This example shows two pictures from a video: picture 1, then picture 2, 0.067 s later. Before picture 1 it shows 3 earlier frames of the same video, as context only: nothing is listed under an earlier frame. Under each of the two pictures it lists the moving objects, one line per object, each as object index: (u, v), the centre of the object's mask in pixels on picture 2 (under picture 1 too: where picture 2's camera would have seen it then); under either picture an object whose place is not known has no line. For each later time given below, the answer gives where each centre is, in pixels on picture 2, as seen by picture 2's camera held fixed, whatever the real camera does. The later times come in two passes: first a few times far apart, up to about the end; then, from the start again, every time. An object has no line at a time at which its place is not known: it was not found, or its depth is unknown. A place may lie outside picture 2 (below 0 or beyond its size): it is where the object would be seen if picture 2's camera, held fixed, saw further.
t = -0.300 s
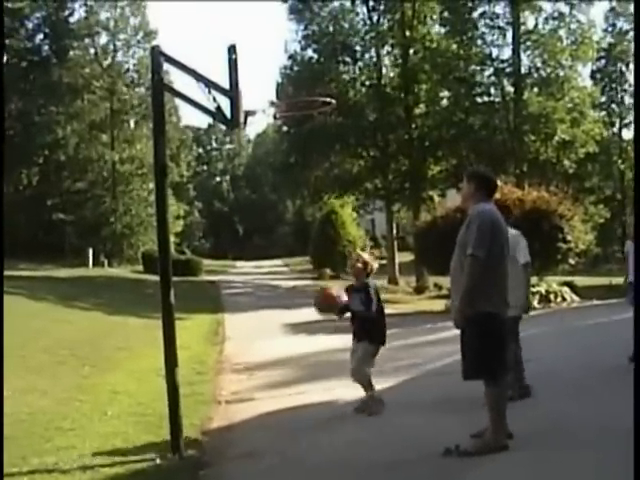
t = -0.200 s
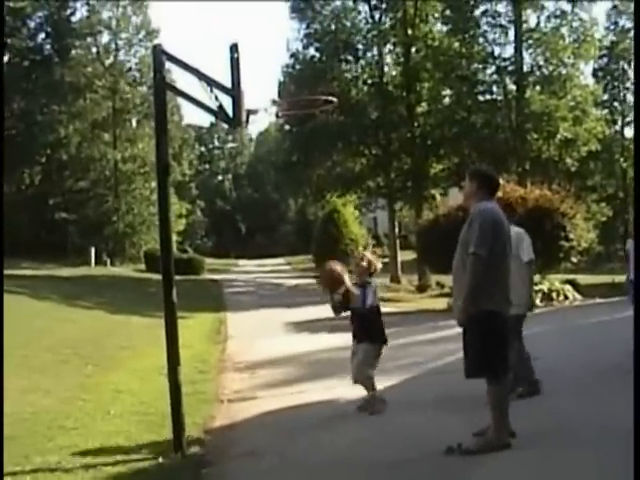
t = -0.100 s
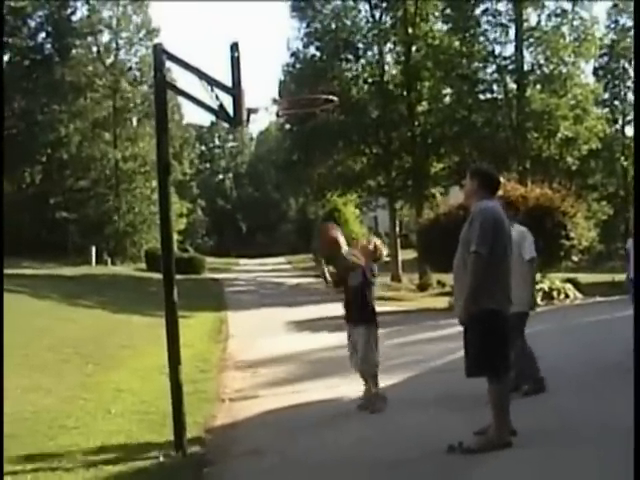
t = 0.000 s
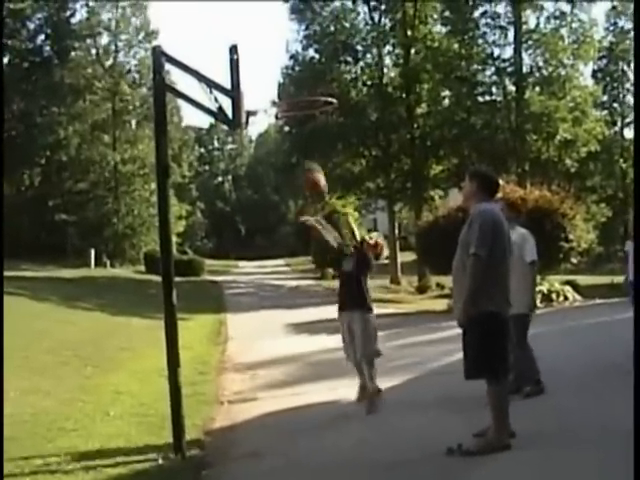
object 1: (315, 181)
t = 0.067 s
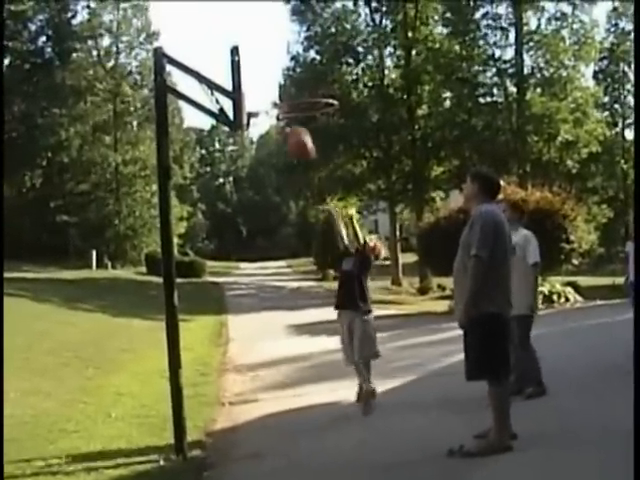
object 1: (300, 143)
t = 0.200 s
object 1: (270, 85)
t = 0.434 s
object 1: (267, 45)
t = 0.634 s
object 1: (282, 73)
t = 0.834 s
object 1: (303, 80)
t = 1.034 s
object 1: (311, 100)
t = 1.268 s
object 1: (281, 149)
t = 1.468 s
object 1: (256, 257)
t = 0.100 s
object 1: (291, 127)
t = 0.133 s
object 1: (285, 113)
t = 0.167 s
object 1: (277, 97)
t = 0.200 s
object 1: (270, 85)
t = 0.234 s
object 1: (262, 73)
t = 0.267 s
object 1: (258, 63)
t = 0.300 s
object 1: (259, 56)
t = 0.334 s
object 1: (261, 51)
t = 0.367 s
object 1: (262, 47)
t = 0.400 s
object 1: (265, 45)
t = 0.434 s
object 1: (267, 45)
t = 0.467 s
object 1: (268, 46)
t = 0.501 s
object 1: (271, 48)
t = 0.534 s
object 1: (273, 53)
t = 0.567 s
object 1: (275, 58)
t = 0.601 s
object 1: (279, 65)
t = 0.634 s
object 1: (282, 73)
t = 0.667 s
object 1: (286, 84)
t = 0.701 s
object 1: (288, 86)
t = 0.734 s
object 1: (292, 84)
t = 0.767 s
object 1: (295, 83)
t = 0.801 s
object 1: (298, 81)
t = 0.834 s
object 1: (303, 80)
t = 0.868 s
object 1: (307, 81)
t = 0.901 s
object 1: (311, 84)
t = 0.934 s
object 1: (316, 88)
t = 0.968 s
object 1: (319, 92)
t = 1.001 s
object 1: (316, 92)
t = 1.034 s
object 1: (311, 100)
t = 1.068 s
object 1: (305, 103)
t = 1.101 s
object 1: (300, 107)
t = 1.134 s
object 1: (297, 110)
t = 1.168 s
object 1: (292, 118)
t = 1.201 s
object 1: (289, 127)
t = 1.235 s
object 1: (285, 138)
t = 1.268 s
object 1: (281, 149)
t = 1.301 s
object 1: (280, 163)
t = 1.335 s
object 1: (272, 181)
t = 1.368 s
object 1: (271, 196)
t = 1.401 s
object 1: (267, 215)
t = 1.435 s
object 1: (260, 239)
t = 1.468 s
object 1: (256, 257)
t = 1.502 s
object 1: (250, 282)
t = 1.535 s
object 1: (248, 306)
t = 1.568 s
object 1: (241, 339)
